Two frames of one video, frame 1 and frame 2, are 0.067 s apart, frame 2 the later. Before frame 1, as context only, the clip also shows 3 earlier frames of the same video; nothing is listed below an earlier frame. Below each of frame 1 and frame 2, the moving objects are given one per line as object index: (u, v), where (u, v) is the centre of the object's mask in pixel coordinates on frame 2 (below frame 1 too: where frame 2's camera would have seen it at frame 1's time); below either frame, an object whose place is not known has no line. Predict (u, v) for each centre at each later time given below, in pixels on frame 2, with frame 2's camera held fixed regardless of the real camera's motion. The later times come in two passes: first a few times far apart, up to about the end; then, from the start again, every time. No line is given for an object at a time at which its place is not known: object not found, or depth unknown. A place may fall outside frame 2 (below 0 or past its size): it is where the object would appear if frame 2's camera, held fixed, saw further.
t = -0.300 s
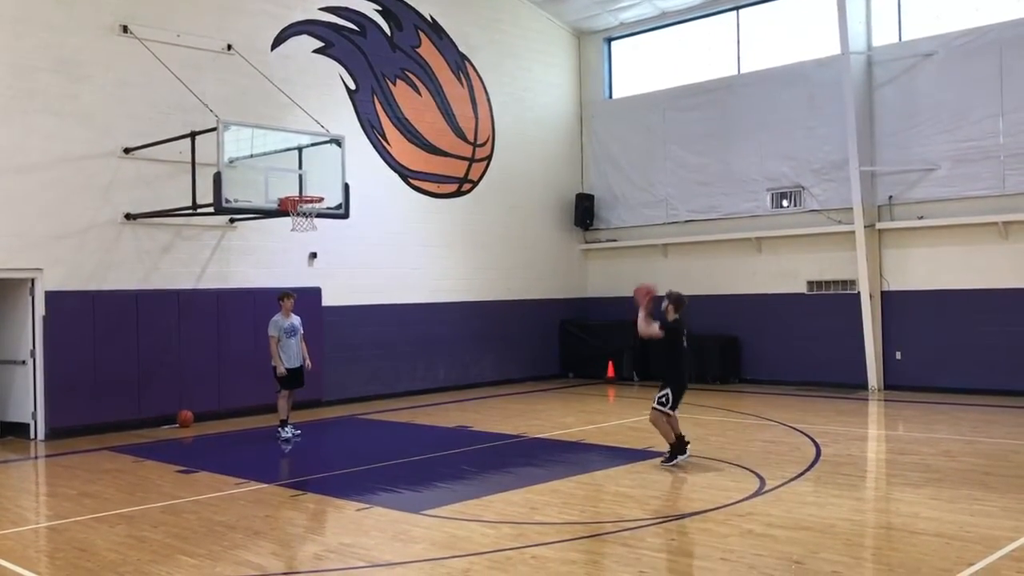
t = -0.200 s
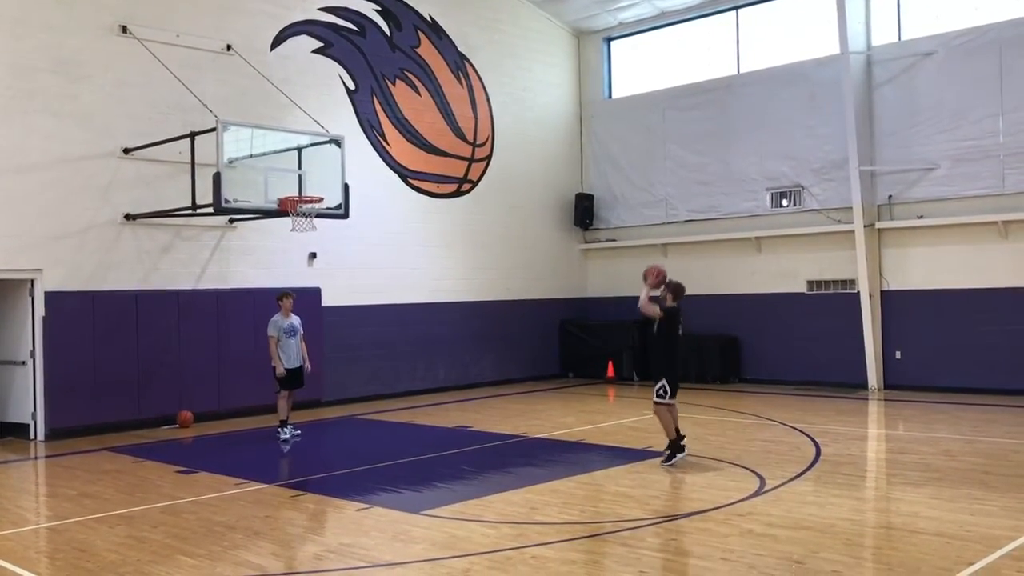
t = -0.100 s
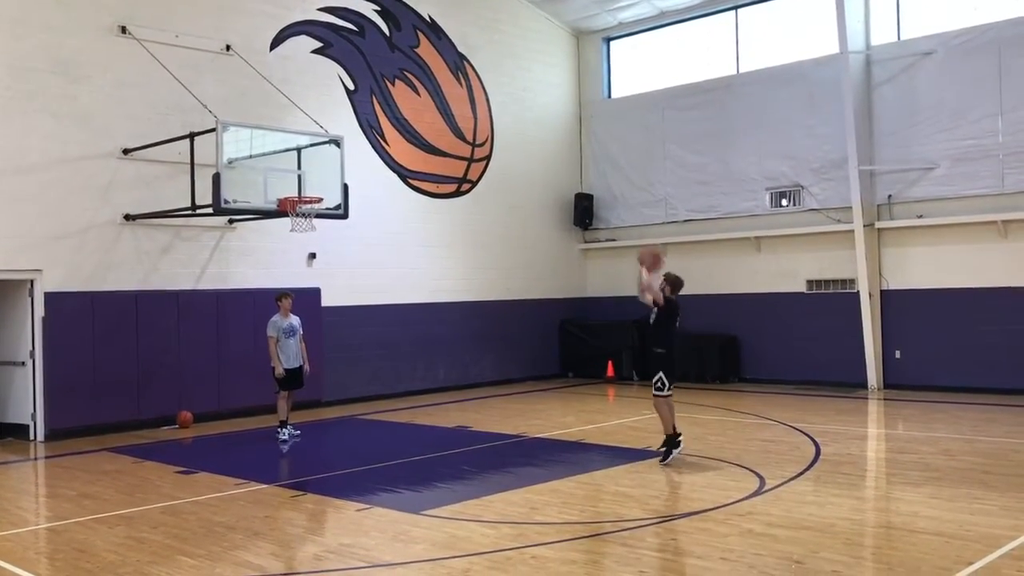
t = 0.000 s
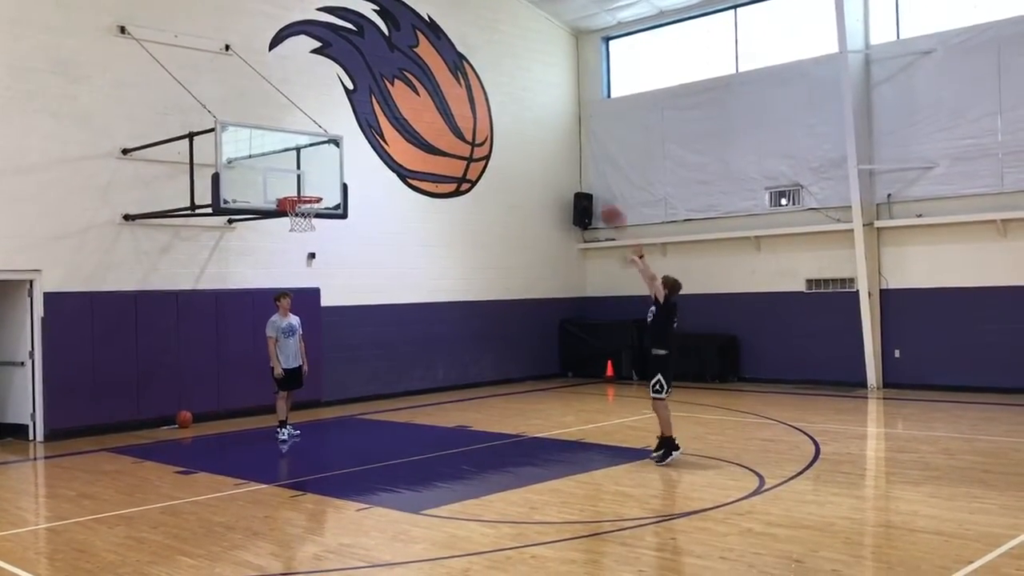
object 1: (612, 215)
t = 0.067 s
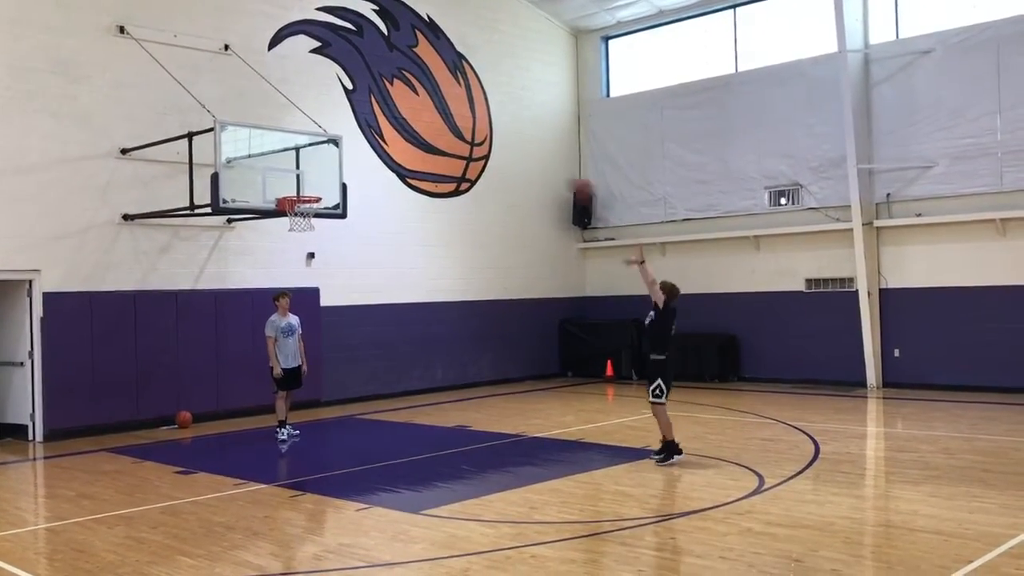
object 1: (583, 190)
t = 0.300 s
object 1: (490, 134)
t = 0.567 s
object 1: (402, 131)
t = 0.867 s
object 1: (316, 189)
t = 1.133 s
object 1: (295, 183)
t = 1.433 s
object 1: (308, 191)
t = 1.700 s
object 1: (318, 247)
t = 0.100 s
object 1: (567, 178)
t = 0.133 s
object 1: (553, 167)
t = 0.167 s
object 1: (540, 159)
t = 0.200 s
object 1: (527, 151)
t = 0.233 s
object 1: (515, 143)
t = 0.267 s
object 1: (504, 139)
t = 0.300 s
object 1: (490, 134)
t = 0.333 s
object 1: (477, 132)
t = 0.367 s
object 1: (467, 127)
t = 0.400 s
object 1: (455, 127)
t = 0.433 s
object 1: (443, 126)
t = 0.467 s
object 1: (431, 126)
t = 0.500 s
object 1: (422, 126)
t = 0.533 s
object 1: (411, 127)
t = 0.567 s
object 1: (402, 131)
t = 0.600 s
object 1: (390, 135)
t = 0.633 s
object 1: (380, 139)
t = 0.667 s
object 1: (371, 144)
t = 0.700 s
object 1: (360, 151)
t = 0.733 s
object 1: (351, 158)
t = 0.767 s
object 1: (341, 166)
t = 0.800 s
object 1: (332, 174)
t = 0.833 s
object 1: (324, 183)
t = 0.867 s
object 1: (316, 189)
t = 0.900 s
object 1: (309, 187)
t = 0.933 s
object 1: (302, 187)
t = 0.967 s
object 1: (296, 187)
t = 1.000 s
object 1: (290, 188)
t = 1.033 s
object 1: (289, 187)
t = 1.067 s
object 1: (291, 184)
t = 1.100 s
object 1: (293, 184)
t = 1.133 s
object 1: (295, 183)
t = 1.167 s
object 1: (297, 183)
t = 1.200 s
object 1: (300, 184)
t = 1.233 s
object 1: (302, 186)
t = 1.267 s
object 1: (303, 185)
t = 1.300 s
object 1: (304, 185)
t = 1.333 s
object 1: (305, 185)
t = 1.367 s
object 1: (306, 186)
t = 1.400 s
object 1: (307, 188)
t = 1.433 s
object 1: (308, 191)
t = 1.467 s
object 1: (309, 195)
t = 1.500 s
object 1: (310, 199)
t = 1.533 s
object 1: (311, 204)
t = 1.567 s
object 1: (312, 212)
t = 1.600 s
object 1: (313, 219)
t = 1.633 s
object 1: (315, 227)
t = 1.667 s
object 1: (317, 237)
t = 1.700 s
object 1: (318, 247)
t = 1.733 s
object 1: (319, 258)
